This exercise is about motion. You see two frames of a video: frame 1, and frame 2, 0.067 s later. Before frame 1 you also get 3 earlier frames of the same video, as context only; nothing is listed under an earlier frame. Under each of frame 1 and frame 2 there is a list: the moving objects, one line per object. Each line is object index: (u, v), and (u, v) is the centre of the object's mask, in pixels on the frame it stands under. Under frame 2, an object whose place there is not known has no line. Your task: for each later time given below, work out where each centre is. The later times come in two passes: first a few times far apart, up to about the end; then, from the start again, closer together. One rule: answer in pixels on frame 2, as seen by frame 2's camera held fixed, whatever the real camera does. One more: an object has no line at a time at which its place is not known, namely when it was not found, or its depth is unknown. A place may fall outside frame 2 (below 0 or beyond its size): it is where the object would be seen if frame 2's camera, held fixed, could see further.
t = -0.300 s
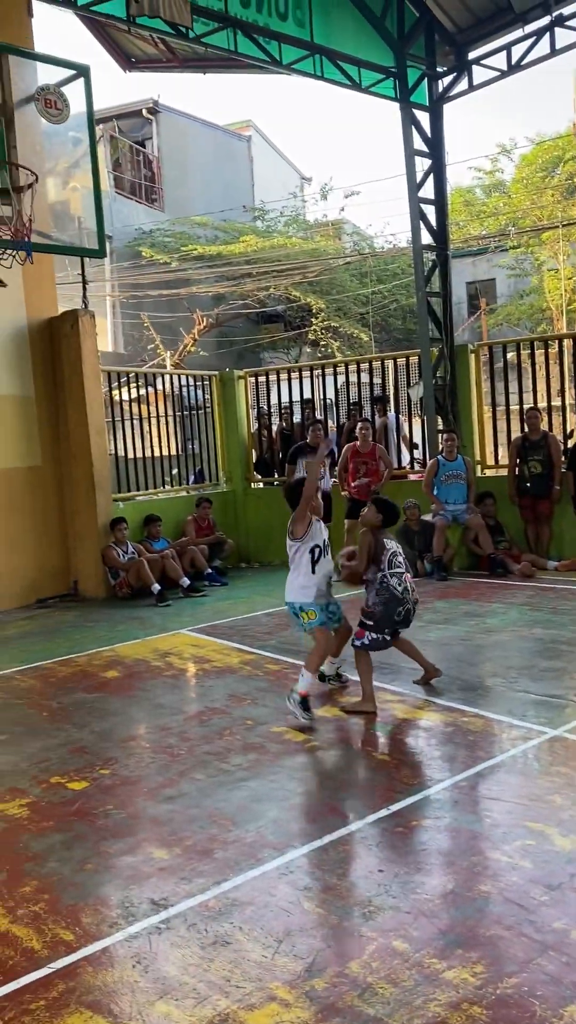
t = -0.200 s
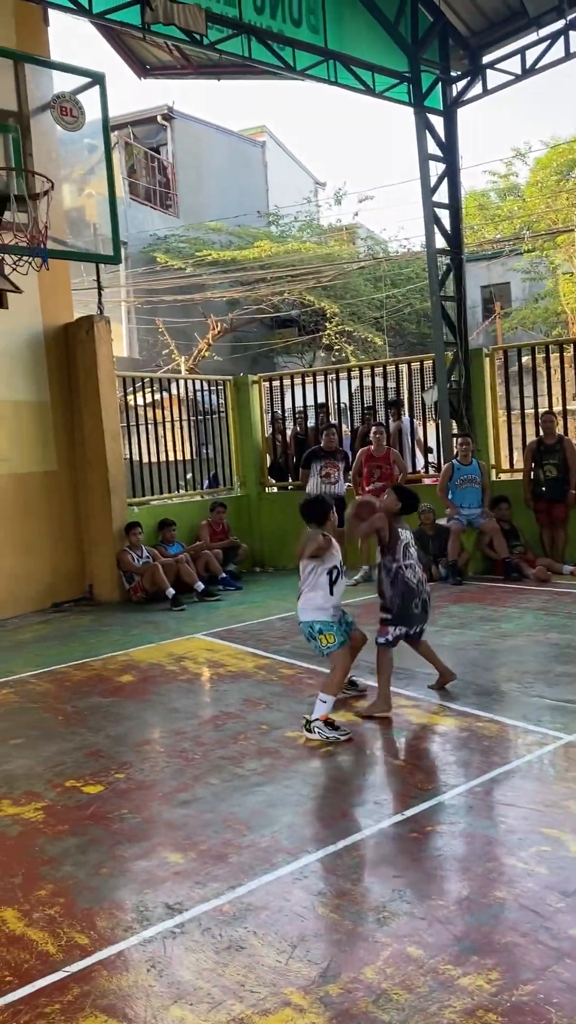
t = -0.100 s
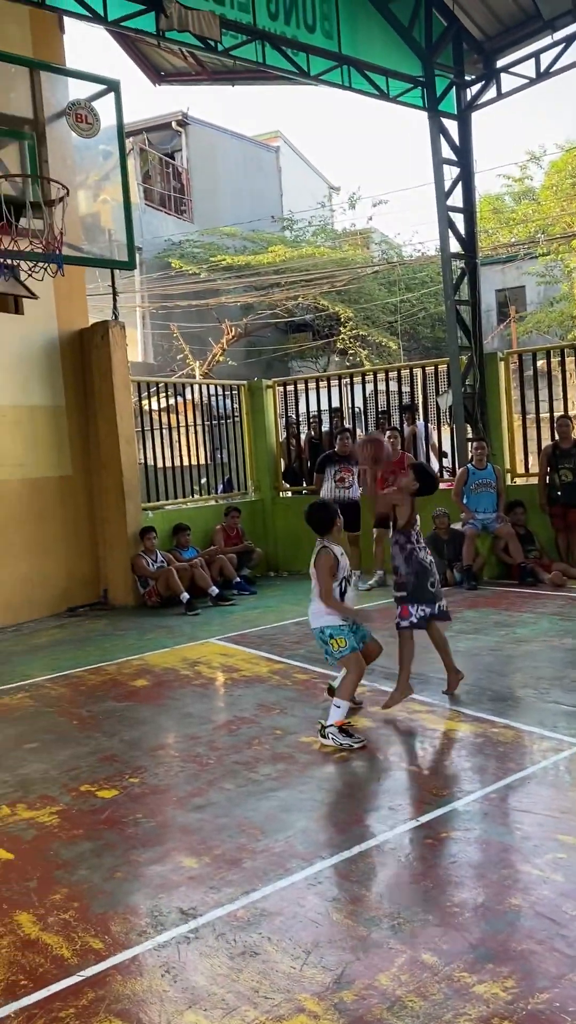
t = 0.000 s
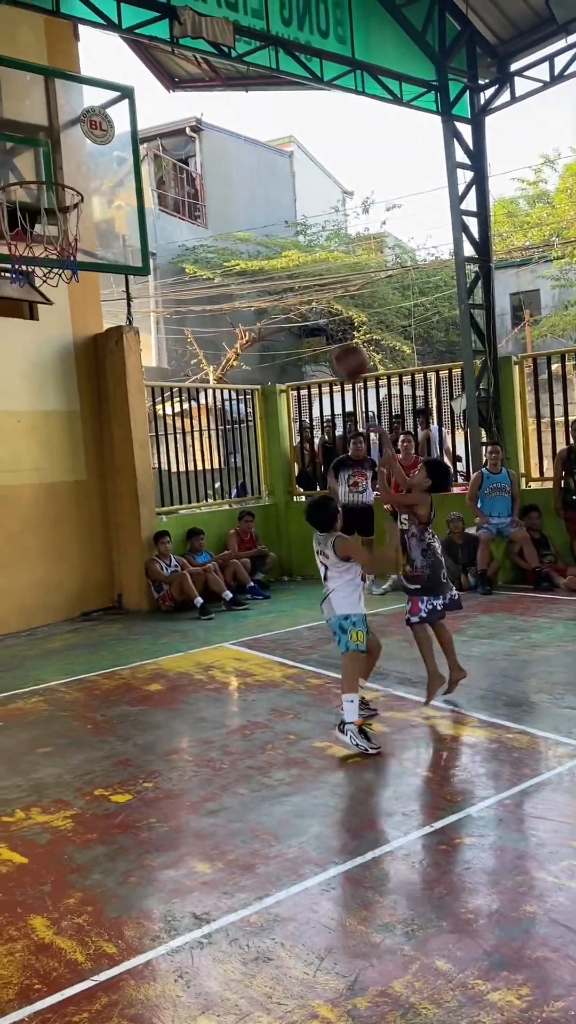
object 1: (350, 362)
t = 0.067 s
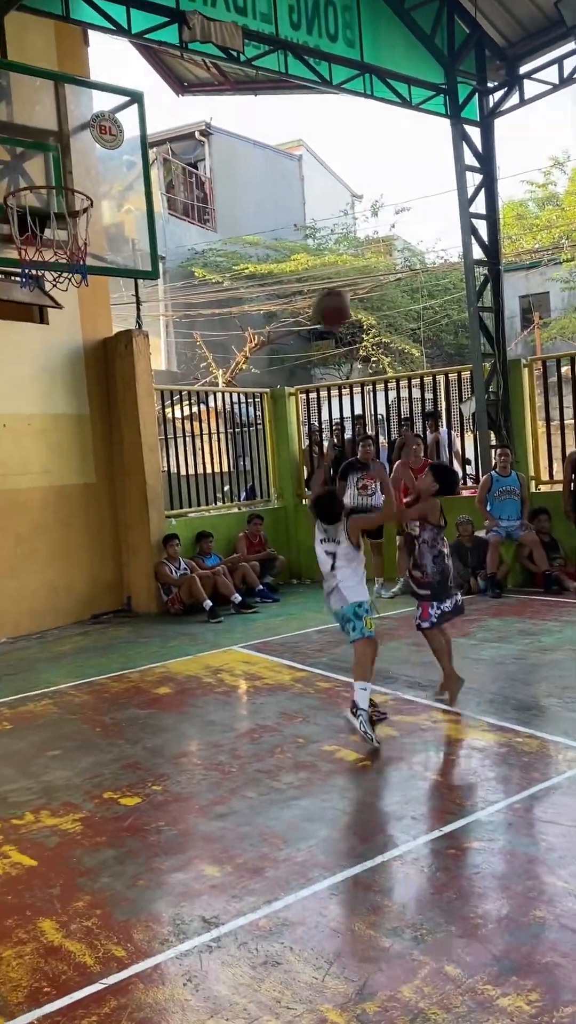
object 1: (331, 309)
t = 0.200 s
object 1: (279, 217)
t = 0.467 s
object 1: (185, 122)
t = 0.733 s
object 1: (103, 138)
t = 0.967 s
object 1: (52, 170)
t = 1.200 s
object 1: (23, 167)
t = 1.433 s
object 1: (-1, 173)
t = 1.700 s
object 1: (-37, 215)
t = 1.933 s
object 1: (-56, 359)
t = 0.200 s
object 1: (279, 217)
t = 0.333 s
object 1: (230, 154)
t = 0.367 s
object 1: (218, 143)
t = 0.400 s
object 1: (207, 135)
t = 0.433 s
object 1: (196, 128)
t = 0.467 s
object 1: (185, 122)
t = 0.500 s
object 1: (174, 118)
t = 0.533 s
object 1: (163, 117)
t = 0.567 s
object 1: (152, 116)
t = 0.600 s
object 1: (142, 117)
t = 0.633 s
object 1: (132, 121)
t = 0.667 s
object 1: (122, 125)
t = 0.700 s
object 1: (111, 132)
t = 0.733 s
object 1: (103, 138)
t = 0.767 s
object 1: (93, 151)
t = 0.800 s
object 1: (84, 165)
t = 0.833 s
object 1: (74, 179)
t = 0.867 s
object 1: (65, 196)
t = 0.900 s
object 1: (60, 187)
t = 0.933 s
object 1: (55, 176)
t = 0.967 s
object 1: (52, 170)
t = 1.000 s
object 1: (47, 163)
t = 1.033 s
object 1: (42, 160)
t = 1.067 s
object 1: (39, 157)
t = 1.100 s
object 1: (34, 157)
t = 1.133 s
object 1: (31, 158)
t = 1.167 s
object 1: (27, 162)
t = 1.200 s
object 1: (23, 167)
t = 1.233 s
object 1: (20, 174)
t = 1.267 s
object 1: (18, 181)
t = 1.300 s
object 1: (16, 187)
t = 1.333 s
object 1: (14, 186)
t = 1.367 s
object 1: (9, 181)
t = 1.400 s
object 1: (4, 176)
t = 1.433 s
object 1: (-1, 173)
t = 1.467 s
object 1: (-5, 171)
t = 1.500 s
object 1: (-10, 171)
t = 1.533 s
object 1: (-14, 174)
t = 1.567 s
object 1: (-20, 178)
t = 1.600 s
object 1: (-24, 184)
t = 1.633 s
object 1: (-28, 192)
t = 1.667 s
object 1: (-34, 202)
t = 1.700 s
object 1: (-37, 215)
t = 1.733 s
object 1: (-41, 229)
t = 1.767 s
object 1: (-42, 249)
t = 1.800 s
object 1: (-47, 265)
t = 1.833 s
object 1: (-48, 291)
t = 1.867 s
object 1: (-50, 309)
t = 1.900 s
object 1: (-54, 332)
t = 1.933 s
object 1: (-56, 359)
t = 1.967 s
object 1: (-59, 388)
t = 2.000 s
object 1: (-61, 419)
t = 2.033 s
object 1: (-66, 451)
